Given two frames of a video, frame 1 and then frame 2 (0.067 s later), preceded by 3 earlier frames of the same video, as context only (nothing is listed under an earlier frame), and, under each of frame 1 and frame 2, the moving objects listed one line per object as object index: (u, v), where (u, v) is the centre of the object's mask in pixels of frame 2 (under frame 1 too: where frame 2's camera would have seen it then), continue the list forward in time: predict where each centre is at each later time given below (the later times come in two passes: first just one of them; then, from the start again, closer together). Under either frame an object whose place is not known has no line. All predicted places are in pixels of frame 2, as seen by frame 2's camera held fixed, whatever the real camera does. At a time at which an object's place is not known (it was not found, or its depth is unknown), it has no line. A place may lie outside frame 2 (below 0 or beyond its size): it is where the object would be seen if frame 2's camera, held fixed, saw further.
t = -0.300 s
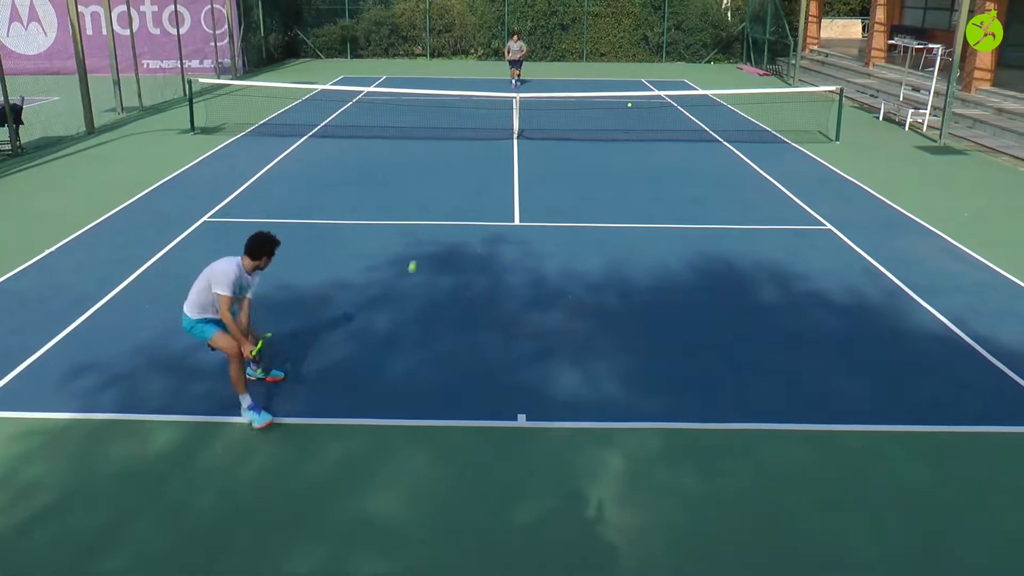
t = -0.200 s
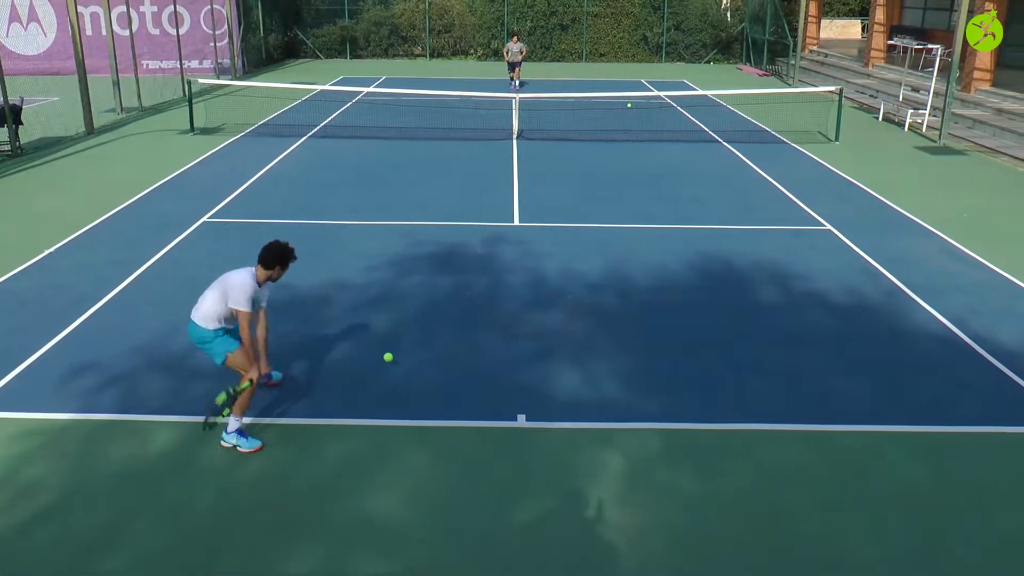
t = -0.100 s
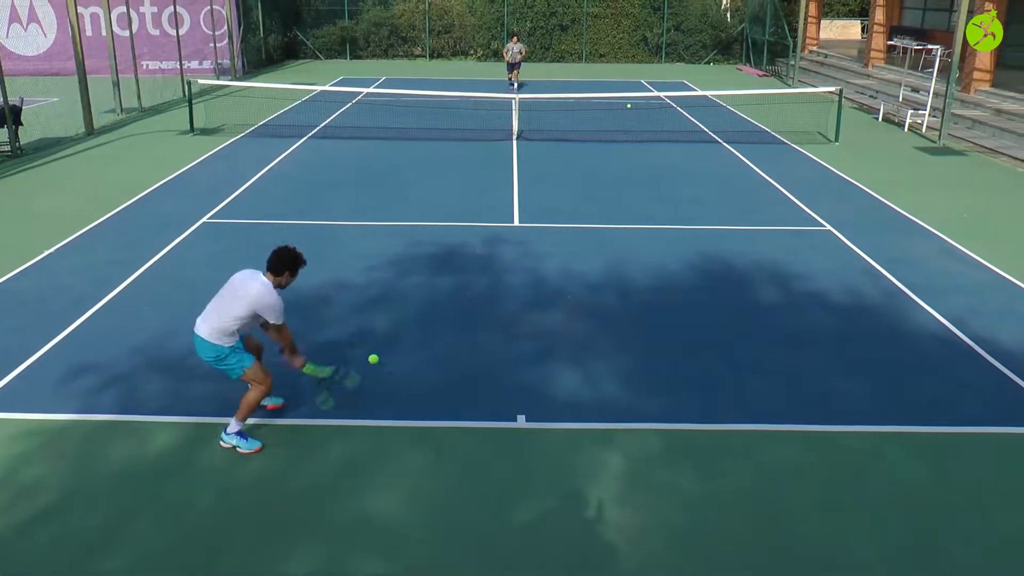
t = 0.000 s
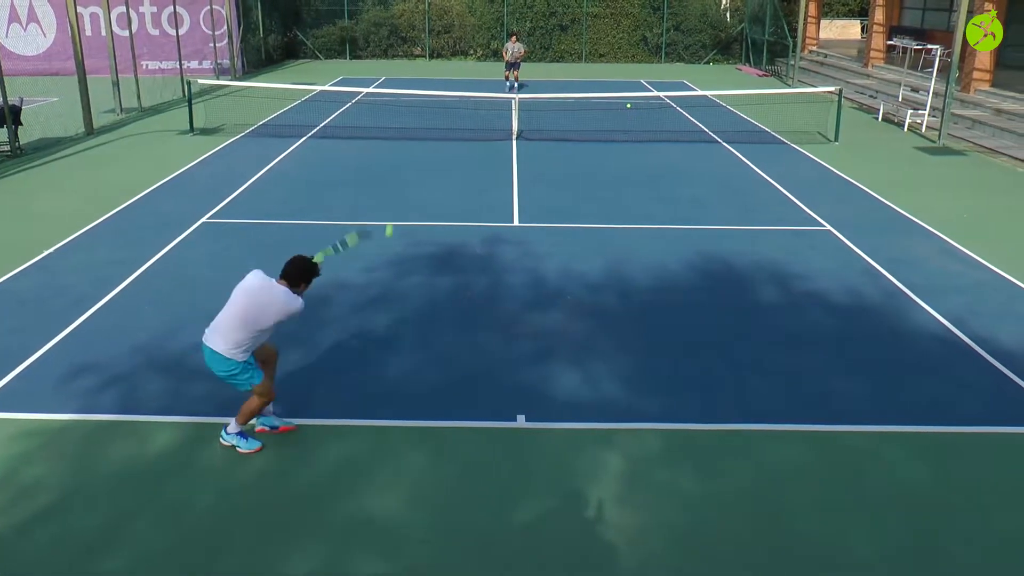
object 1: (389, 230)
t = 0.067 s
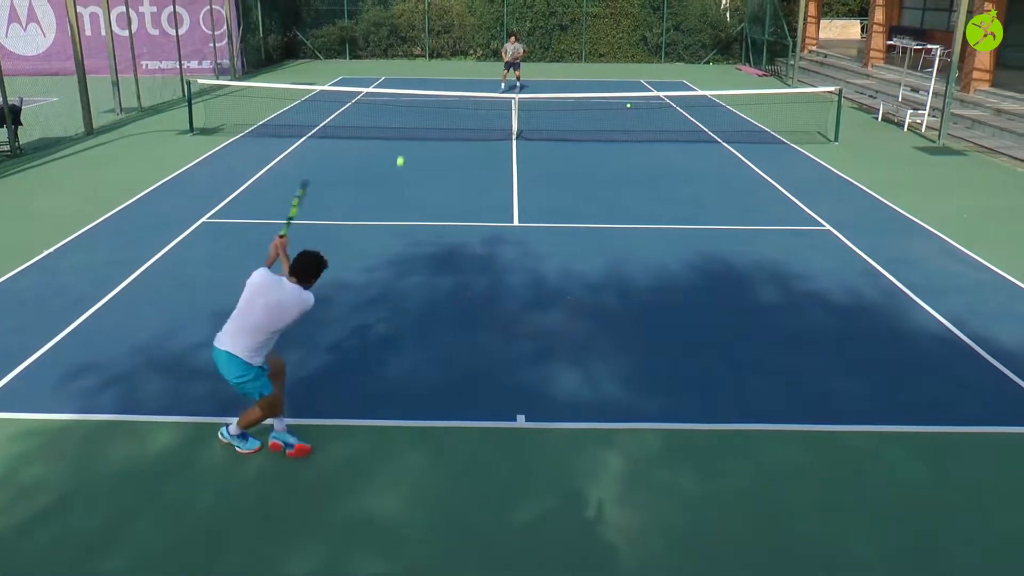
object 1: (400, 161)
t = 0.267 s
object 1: (420, 60)
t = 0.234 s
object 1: (417, 70)
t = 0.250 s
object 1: (419, 65)
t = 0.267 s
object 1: (420, 60)
